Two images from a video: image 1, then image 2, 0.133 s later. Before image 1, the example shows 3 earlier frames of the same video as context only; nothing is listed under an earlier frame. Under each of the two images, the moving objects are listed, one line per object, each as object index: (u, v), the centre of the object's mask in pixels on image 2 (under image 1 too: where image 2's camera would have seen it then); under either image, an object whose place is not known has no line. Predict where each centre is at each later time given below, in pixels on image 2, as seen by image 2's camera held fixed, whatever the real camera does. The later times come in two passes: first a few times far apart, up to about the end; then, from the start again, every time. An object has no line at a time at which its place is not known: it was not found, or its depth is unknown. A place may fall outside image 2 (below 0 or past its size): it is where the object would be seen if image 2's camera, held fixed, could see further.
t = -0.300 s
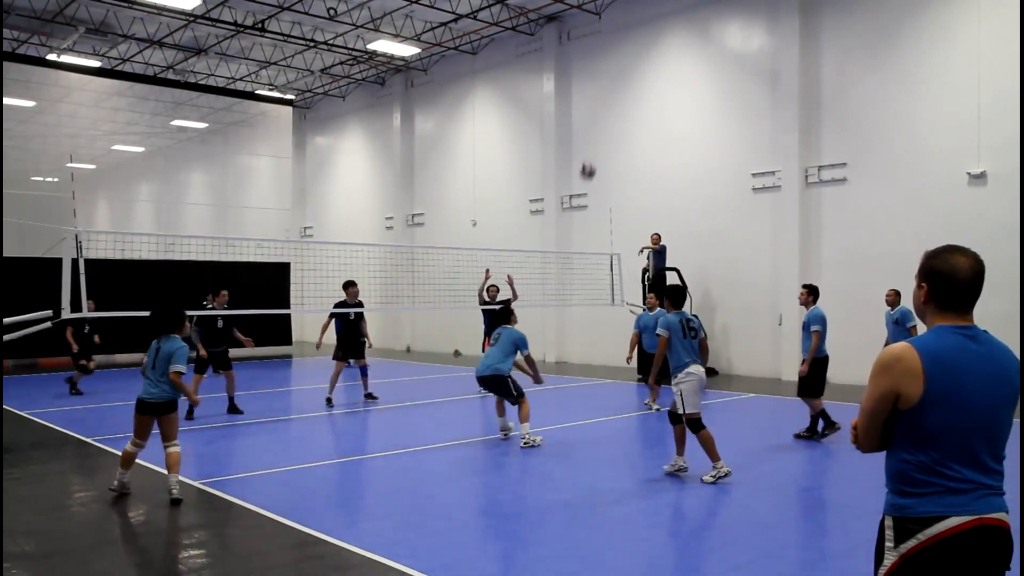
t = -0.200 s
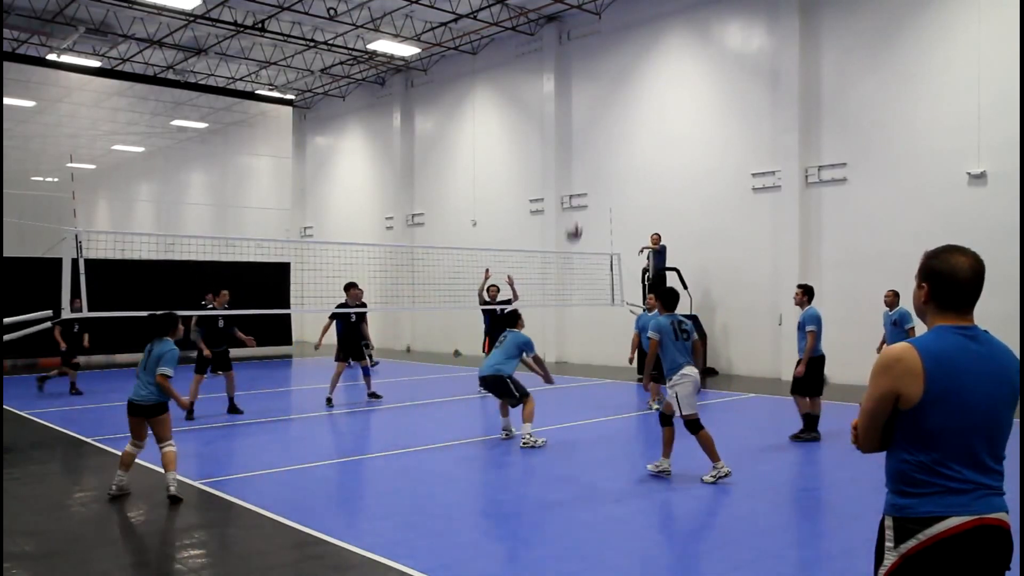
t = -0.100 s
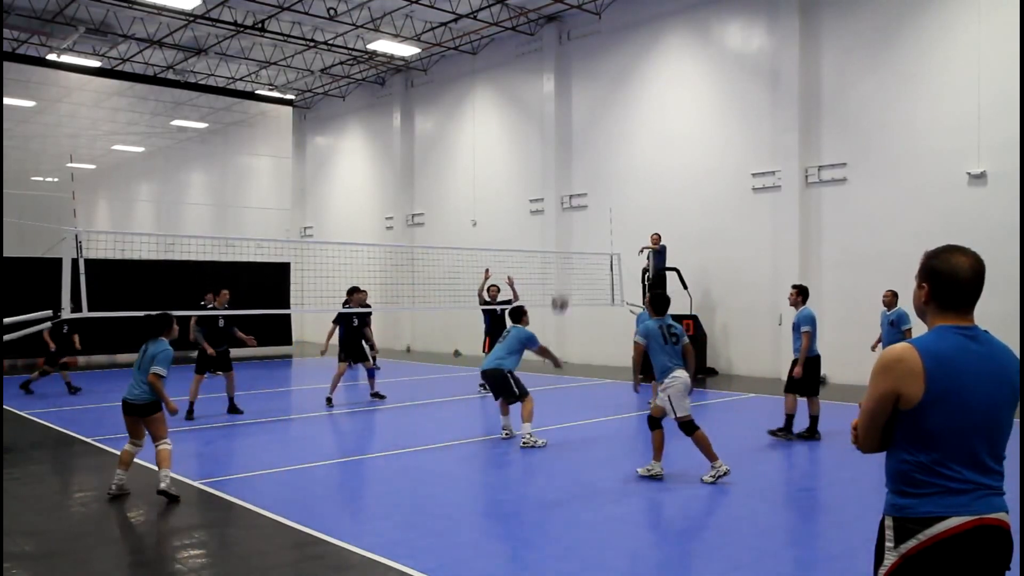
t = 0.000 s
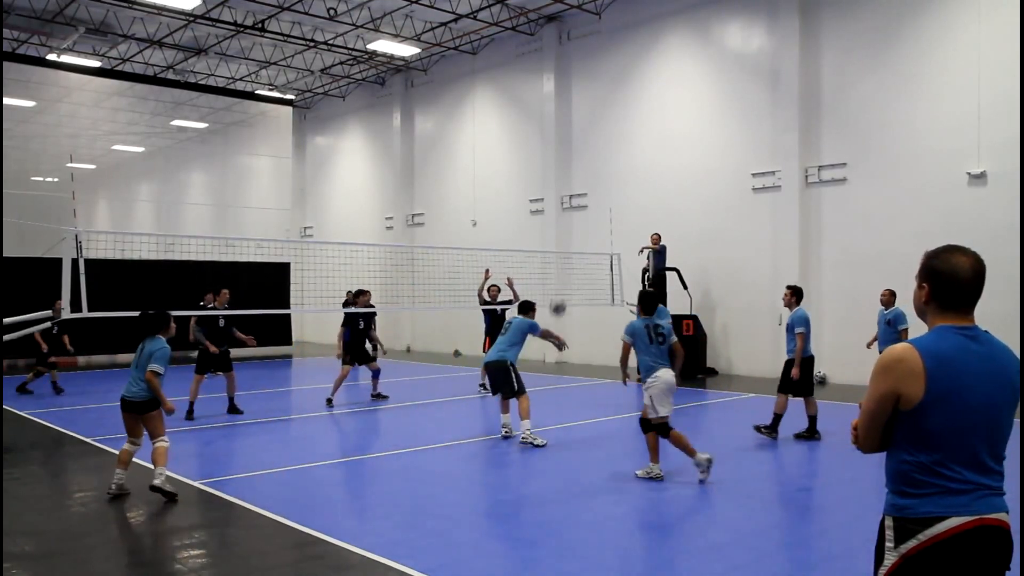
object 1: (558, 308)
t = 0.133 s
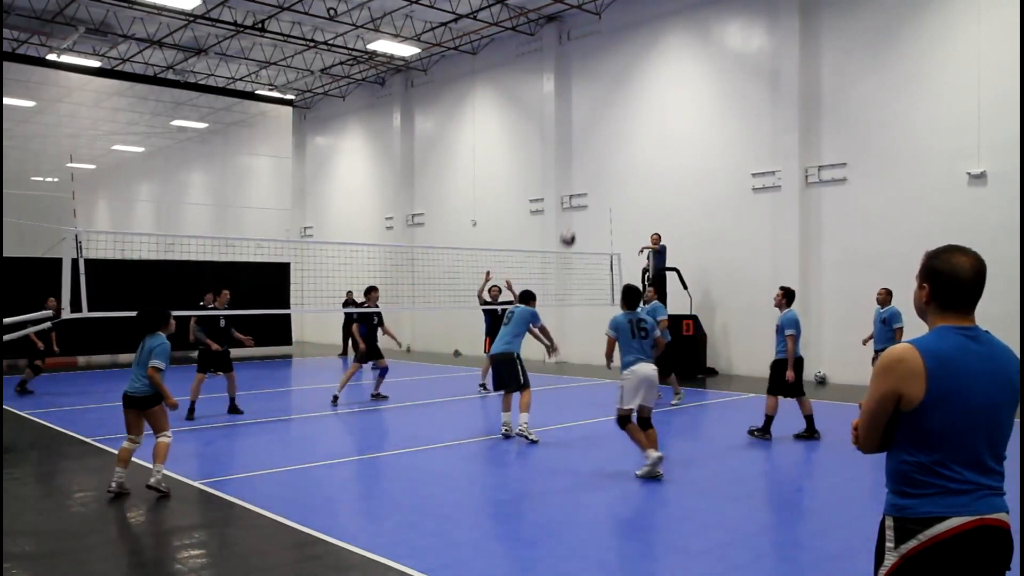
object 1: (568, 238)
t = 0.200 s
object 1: (573, 212)
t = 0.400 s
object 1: (586, 153)
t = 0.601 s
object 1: (599, 129)
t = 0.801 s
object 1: (612, 135)
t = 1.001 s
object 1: (623, 168)
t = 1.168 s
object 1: (631, 214)
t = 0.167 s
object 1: (570, 225)
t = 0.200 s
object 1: (573, 212)
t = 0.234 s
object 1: (574, 199)
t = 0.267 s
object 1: (577, 188)
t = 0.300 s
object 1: (579, 178)
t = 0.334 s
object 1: (581, 168)
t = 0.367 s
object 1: (584, 160)
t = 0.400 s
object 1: (586, 153)
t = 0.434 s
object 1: (589, 146)
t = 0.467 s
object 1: (591, 142)
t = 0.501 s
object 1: (593, 138)
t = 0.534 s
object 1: (595, 134)
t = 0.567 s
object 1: (597, 131)
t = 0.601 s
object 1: (599, 129)
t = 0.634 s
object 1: (601, 128)
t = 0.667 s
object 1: (604, 128)
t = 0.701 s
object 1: (606, 128)
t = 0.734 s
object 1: (608, 130)
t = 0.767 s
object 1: (610, 132)
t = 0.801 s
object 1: (612, 135)
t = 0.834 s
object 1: (613, 139)
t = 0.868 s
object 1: (615, 143)
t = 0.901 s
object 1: (617, 148)
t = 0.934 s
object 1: (619, 154)
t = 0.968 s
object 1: (621, 161)
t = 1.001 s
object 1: (623, 168)
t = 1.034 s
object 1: (624, 176)
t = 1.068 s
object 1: (626, 184)
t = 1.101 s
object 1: (628, 194)
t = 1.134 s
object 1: (629, 204)
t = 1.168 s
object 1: (631, 214)
